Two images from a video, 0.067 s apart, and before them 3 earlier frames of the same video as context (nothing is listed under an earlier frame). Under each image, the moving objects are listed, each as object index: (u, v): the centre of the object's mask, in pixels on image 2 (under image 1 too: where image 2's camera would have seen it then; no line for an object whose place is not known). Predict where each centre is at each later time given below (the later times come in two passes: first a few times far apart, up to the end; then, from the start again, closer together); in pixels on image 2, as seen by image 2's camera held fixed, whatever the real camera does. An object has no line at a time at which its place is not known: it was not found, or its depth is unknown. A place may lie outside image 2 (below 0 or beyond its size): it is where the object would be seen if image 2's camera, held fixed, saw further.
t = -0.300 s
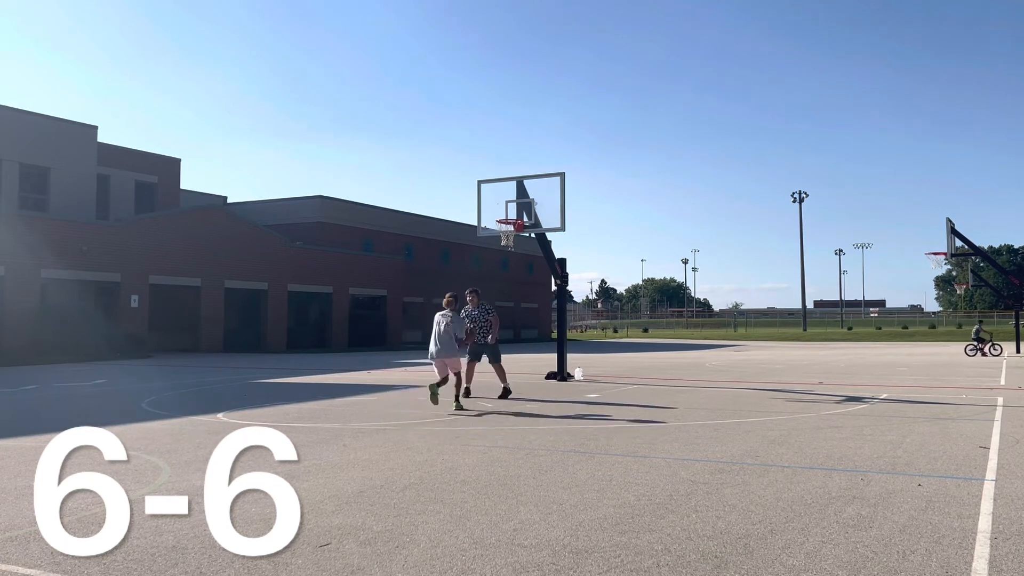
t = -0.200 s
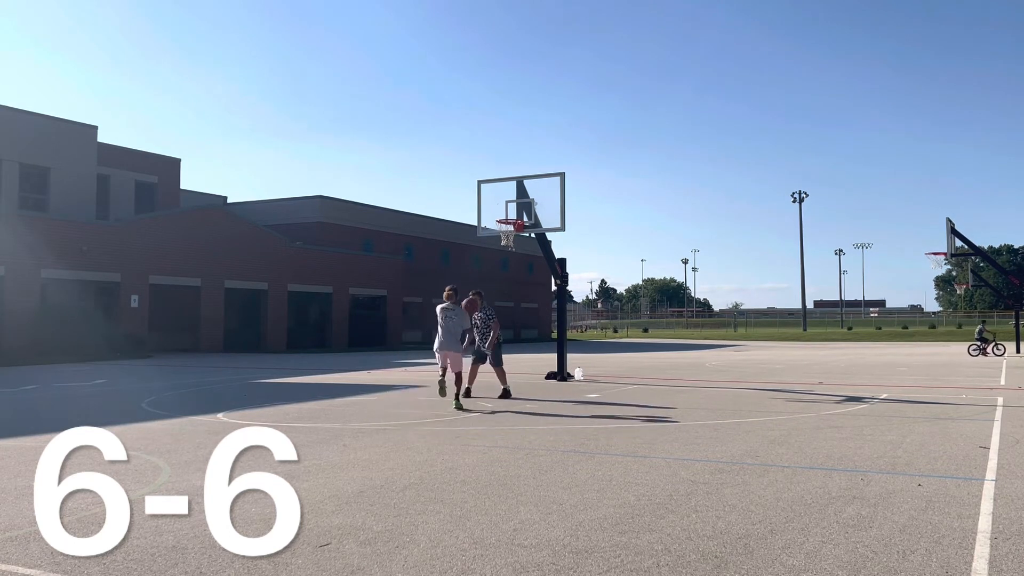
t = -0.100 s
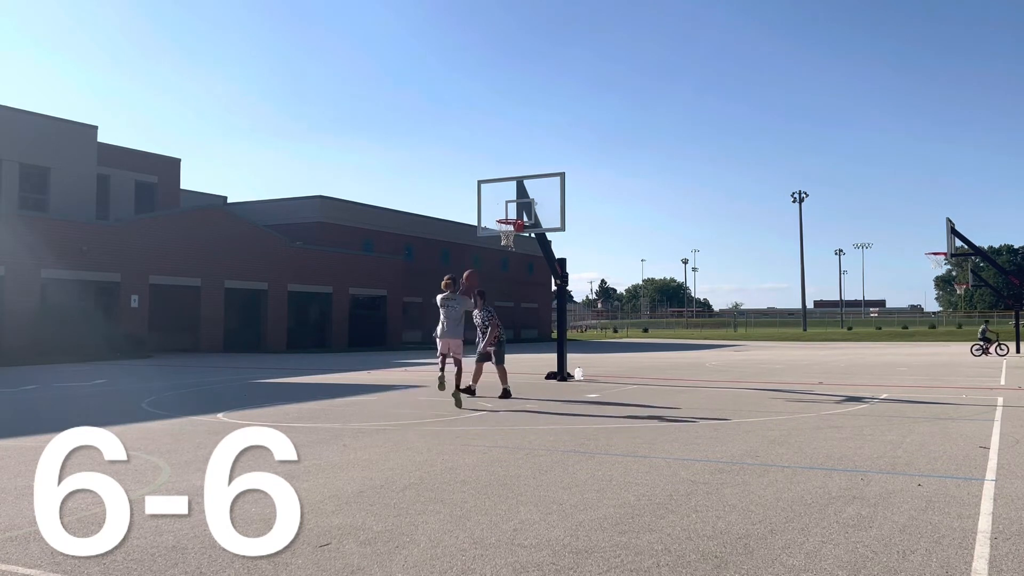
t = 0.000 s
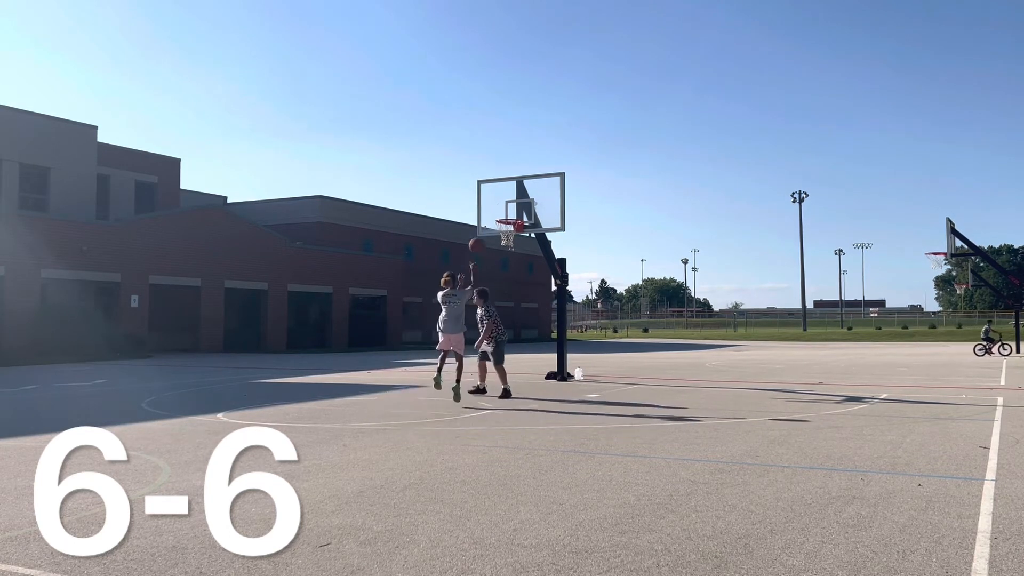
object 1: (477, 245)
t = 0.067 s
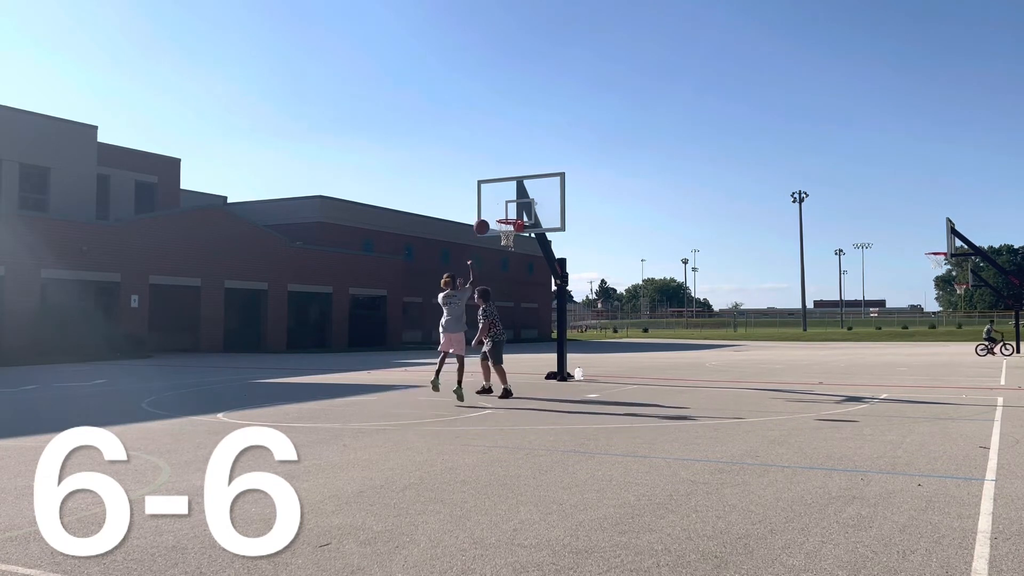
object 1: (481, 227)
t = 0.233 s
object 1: (492, 197)
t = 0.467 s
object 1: (505, 185)
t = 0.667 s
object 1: (515, 200)
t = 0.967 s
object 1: (550, 214)
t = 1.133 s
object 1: (575, 230)
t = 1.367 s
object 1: (612, 278)
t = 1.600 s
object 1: (649, 359)
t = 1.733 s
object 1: (666, 365)
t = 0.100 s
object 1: (484, 219)
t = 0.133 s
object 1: (486, 212)
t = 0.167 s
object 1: (488, 206)
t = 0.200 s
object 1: (490, 201)
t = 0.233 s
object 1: (492, 197)
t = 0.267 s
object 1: (494, 193)
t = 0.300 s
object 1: (496, 190)
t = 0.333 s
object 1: (498, 187)
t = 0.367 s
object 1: (499, 186)
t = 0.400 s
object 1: (501, 185)
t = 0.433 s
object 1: (503, 185)
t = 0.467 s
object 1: (505, 185)
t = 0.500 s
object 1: (507, 186)
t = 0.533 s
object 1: (508, 188)
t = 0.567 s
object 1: (510, 190)
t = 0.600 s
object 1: (512, 193)
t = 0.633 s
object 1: (513, 196)
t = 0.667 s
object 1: (515, 200)
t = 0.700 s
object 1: (516, 204)
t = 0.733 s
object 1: (519, 209)
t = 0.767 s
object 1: (520, 215)
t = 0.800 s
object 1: (523, 214)
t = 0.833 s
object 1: (529, 213)
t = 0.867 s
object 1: (534, 212)
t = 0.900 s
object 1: (540, 212)
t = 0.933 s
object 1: (545, 213)
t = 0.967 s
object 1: (550, 214)
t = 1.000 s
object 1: (555, 216)
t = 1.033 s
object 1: (560, 219)
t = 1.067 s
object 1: (565, 222)
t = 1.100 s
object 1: (570, 226)
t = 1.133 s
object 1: (575, 230)
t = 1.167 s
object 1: (581, 235)
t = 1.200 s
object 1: (586, 240)
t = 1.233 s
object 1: (591, 247)
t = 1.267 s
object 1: (596, 254)
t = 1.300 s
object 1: (601, 261)
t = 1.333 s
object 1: (607, 269)
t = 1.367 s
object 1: (612, 278)
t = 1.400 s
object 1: (617, 288)
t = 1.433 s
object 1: (622, 298)
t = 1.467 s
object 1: (626, 309)
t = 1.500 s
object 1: (633, 320)
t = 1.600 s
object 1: (649, 359)
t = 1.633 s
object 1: (655, 374)
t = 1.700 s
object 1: (663, 376)
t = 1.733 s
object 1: (666, 365)
